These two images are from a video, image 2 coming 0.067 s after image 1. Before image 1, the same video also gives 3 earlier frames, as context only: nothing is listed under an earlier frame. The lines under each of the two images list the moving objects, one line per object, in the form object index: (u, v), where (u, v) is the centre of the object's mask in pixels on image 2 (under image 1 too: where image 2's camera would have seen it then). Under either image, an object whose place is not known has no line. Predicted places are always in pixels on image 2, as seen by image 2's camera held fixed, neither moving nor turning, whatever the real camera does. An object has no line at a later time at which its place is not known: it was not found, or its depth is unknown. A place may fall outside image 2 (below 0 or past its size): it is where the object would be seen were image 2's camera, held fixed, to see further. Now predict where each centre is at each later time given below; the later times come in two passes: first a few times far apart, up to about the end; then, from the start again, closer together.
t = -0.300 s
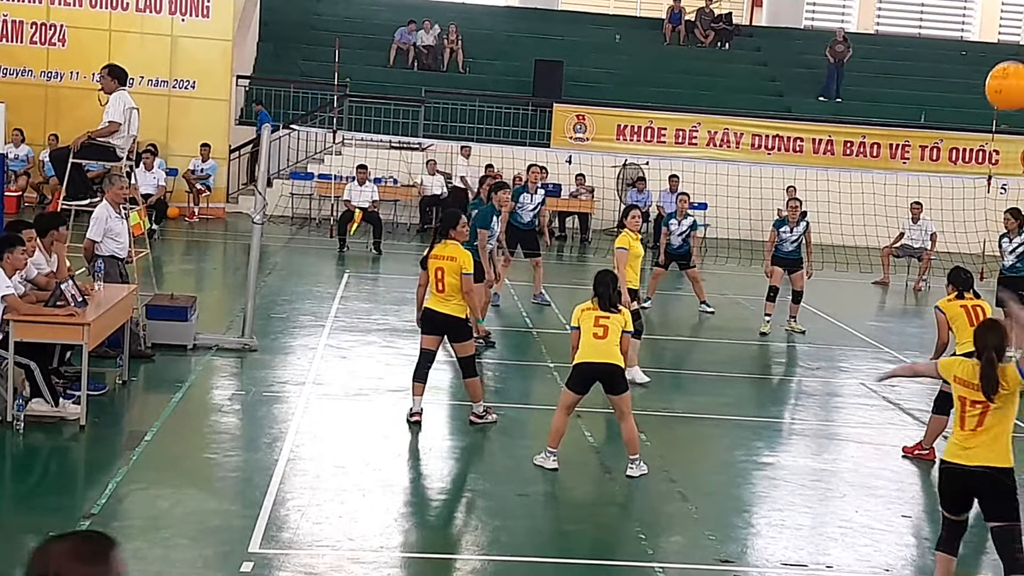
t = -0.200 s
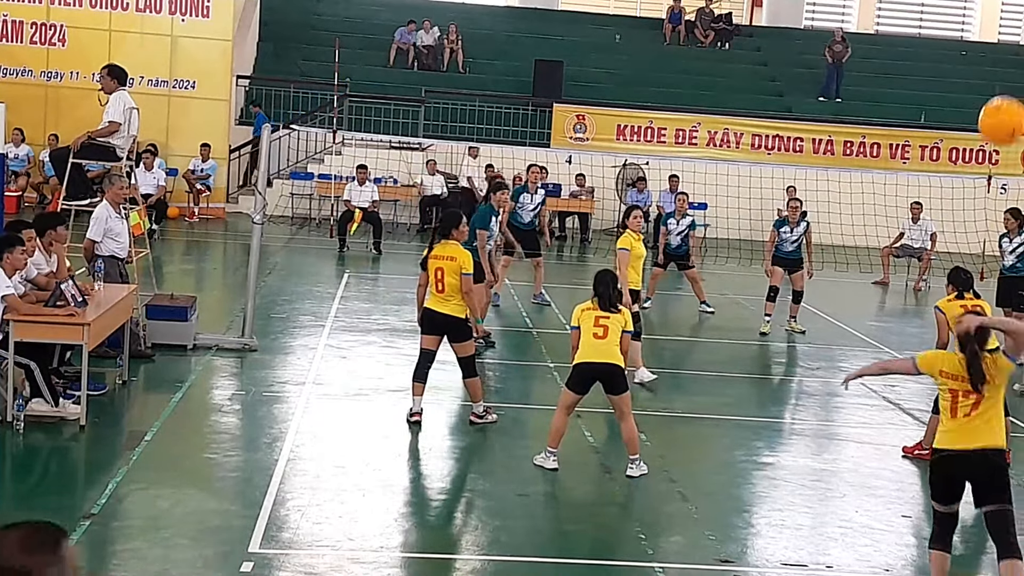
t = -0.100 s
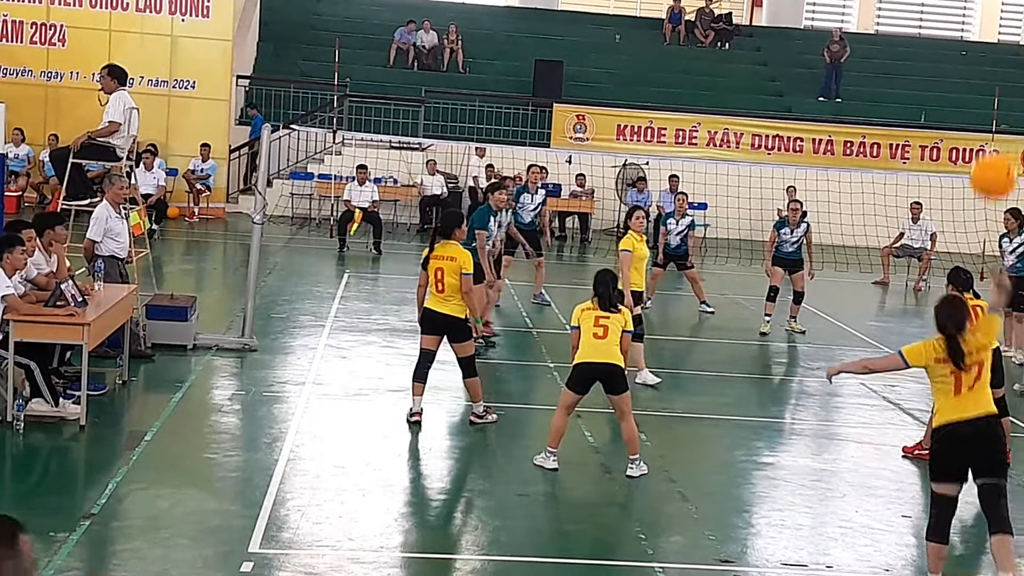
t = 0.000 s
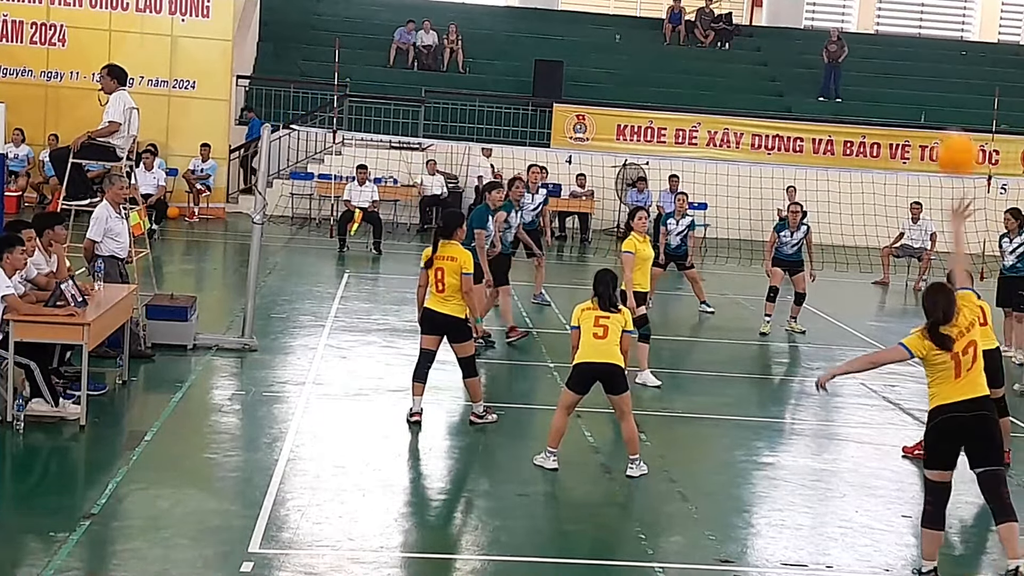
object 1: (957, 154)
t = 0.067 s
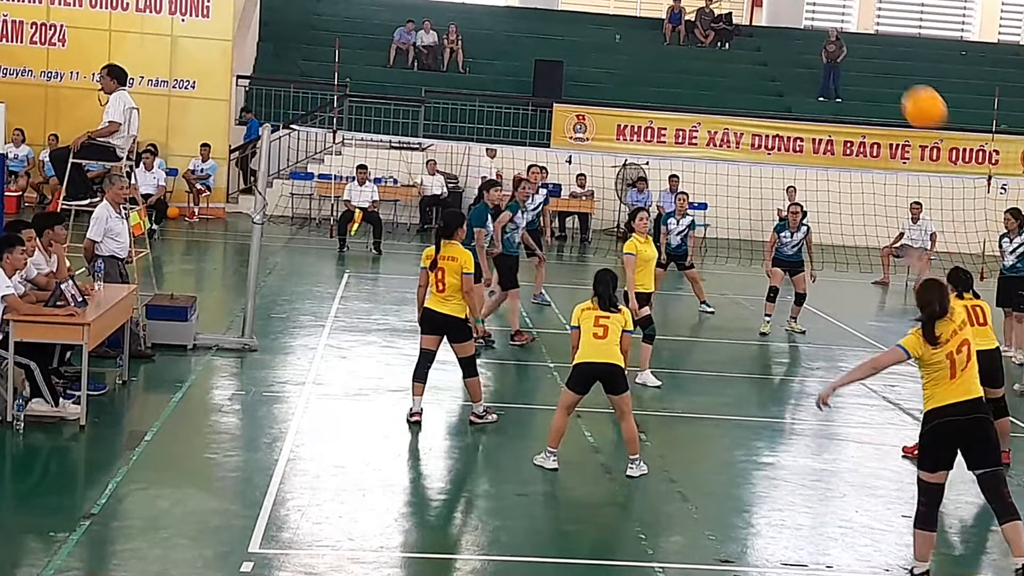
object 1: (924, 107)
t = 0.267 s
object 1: (848, 46)
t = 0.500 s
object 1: (793, 62)
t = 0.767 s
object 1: (751, 133)
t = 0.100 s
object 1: (909, 90)
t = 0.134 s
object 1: (894, 76)
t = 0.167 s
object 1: (881, 64)
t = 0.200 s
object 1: (868, 55)
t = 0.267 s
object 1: (848, 46)
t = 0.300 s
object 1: (839, 44)
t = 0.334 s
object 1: (830, 43)
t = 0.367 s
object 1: (822, 44)
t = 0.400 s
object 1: (814, 47)
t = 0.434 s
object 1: (806, 51)
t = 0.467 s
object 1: (800, 56)
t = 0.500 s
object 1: (793, 62)
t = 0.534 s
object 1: (786, 69)
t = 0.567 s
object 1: (780, 77)
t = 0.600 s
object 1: (774, 85)
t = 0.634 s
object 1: (768, 93)
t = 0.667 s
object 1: (763, 102)
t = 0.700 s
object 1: (759, 111)
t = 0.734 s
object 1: (755, 121)
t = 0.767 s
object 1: (751, 133)
